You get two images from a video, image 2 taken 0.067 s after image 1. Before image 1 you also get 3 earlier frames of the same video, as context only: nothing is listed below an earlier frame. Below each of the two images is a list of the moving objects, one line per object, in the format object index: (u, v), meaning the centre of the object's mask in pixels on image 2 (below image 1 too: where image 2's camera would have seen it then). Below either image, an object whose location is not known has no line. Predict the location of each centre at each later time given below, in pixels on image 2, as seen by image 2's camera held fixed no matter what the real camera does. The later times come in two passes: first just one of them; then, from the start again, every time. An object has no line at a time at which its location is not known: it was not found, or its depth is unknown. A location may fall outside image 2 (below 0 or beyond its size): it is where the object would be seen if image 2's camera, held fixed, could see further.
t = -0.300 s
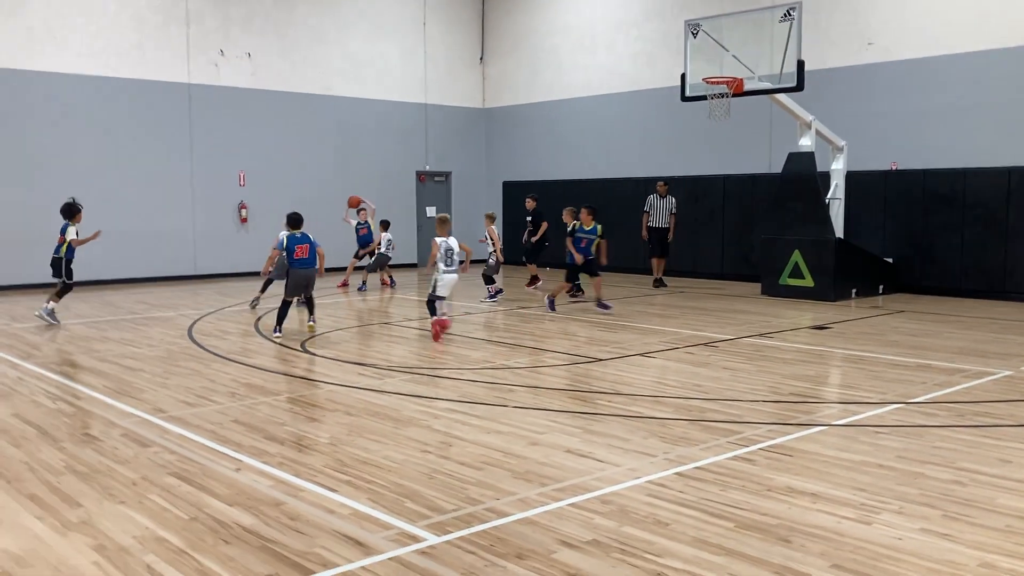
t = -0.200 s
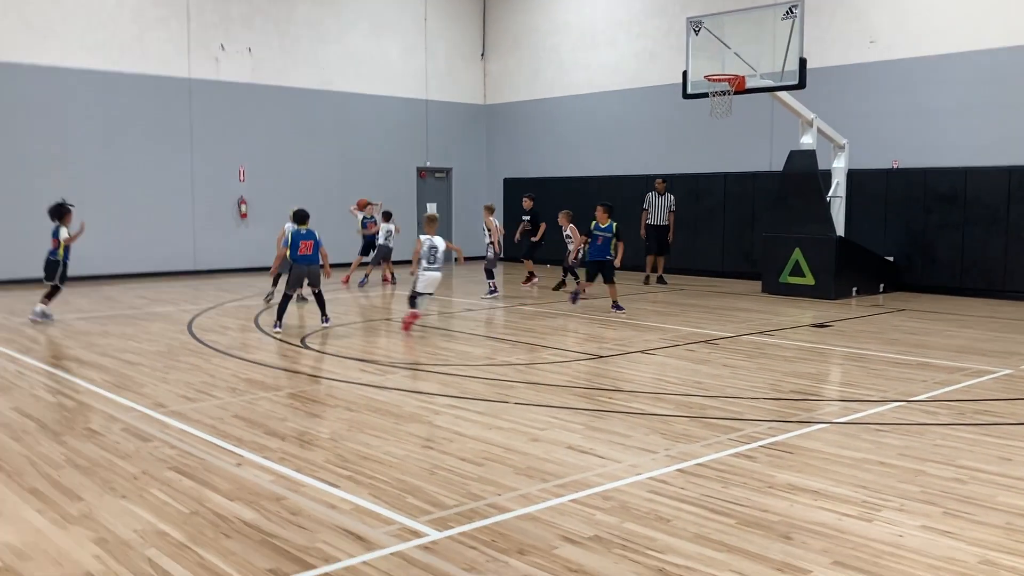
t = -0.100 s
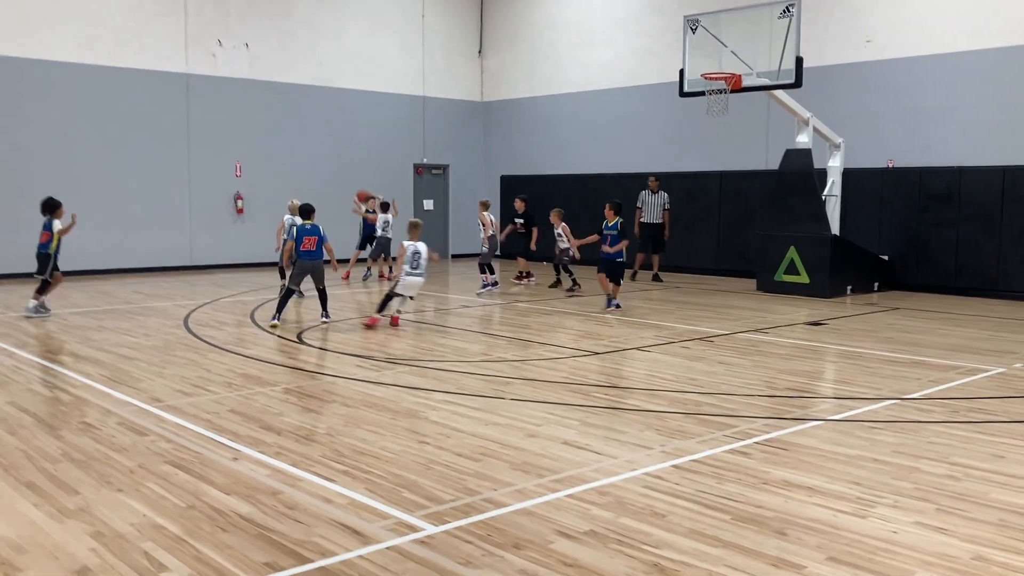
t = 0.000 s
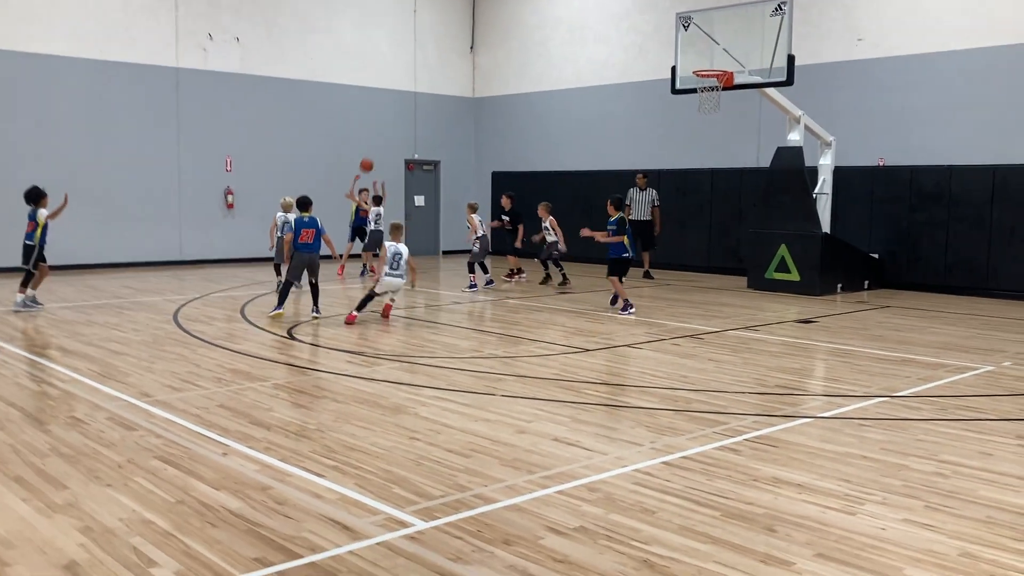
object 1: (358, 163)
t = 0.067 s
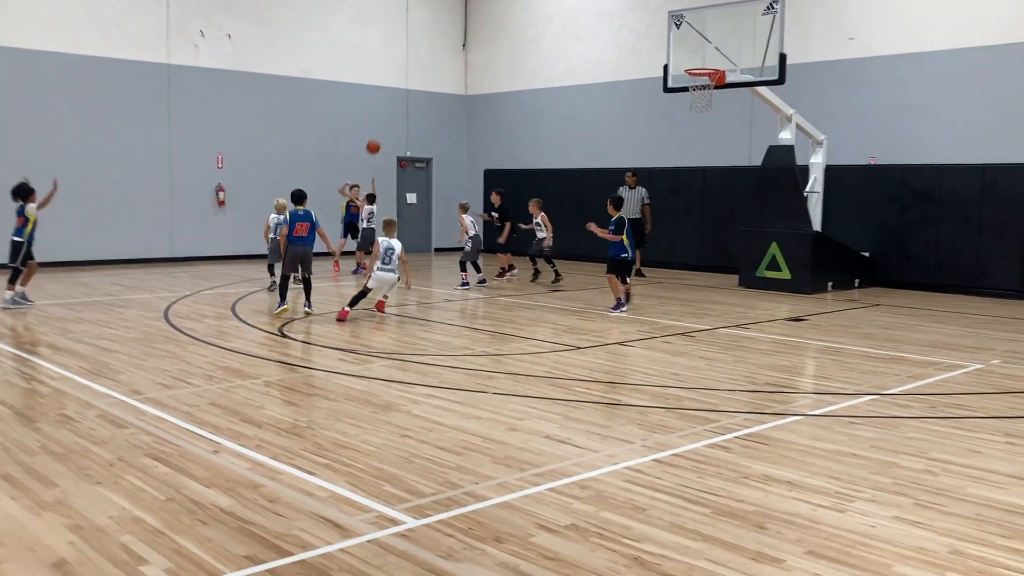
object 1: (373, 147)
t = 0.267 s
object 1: (418, 114)
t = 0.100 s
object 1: (380, 140)
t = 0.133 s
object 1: (387, 133)
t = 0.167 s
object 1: (395, 127)
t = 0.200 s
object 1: (403, 123)
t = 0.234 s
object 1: (410, 118)
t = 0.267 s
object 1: (418, 114)
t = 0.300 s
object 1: (426, 111)
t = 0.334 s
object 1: (433, 108)
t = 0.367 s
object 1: (441, 106)
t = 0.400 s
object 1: (449, 105)
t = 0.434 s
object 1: (457, 104)
